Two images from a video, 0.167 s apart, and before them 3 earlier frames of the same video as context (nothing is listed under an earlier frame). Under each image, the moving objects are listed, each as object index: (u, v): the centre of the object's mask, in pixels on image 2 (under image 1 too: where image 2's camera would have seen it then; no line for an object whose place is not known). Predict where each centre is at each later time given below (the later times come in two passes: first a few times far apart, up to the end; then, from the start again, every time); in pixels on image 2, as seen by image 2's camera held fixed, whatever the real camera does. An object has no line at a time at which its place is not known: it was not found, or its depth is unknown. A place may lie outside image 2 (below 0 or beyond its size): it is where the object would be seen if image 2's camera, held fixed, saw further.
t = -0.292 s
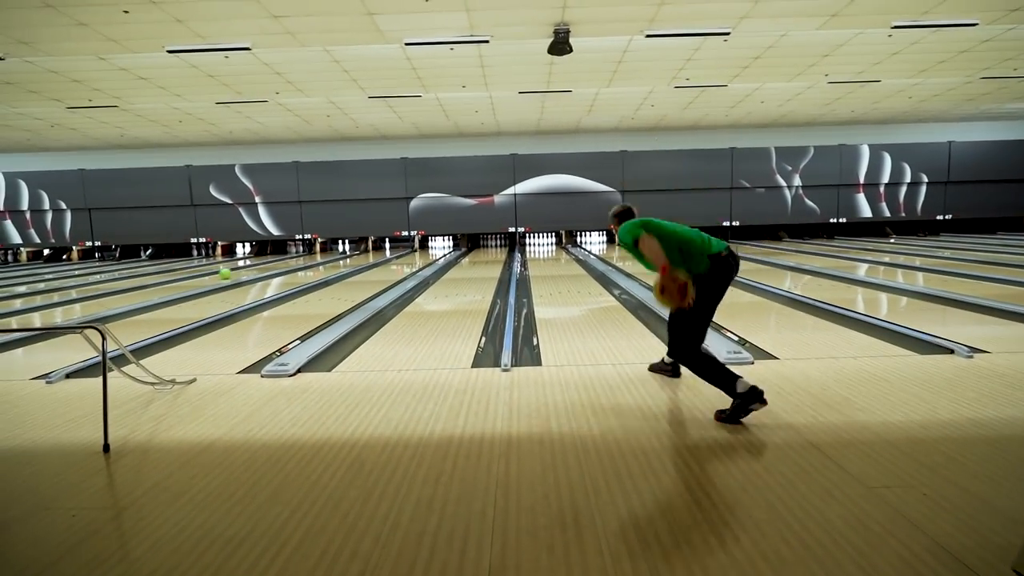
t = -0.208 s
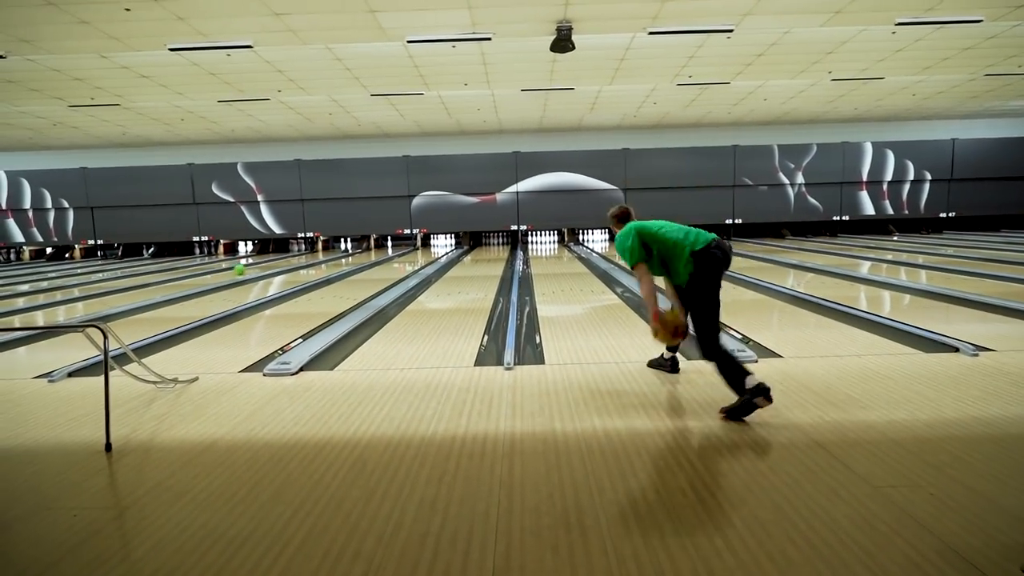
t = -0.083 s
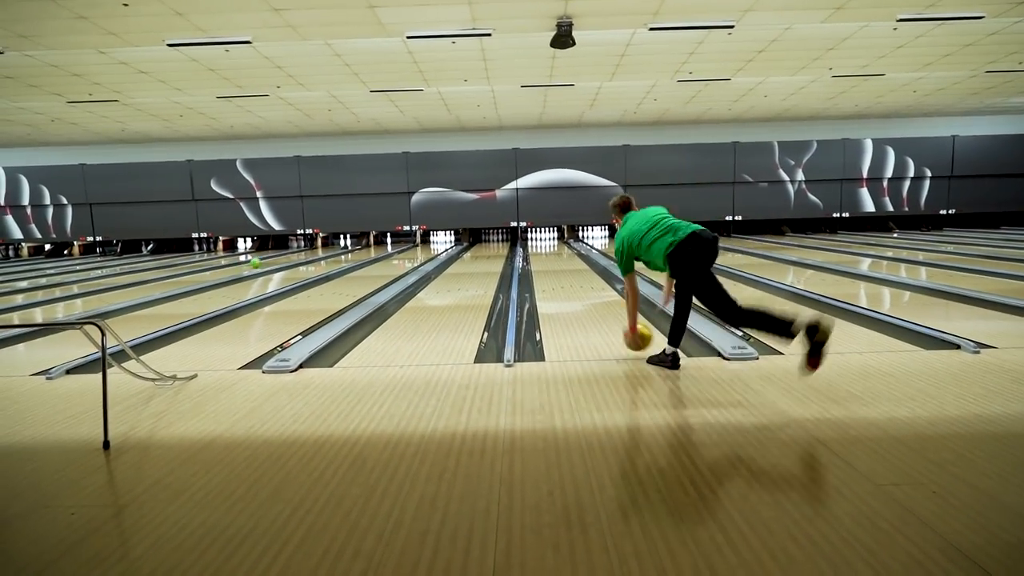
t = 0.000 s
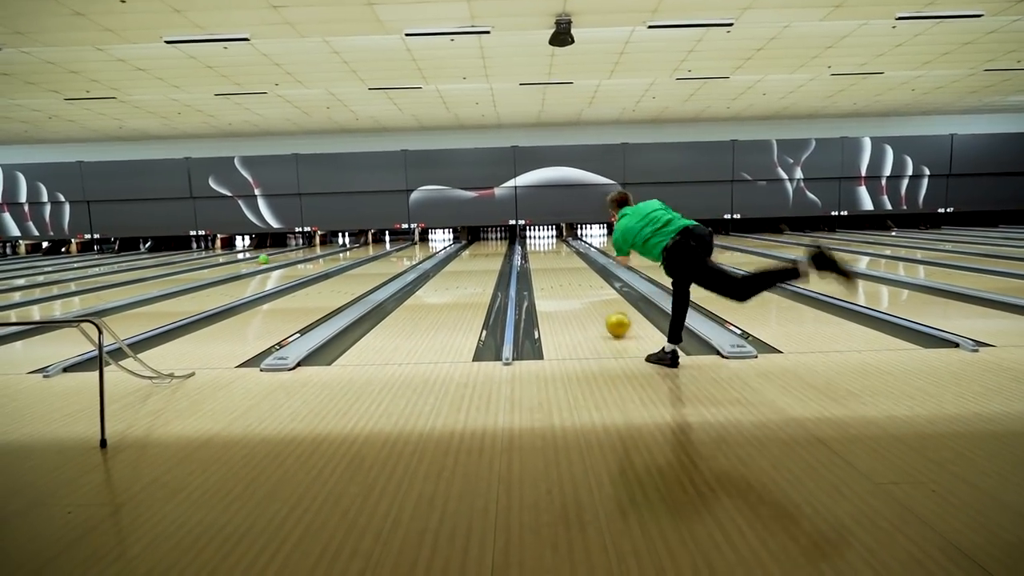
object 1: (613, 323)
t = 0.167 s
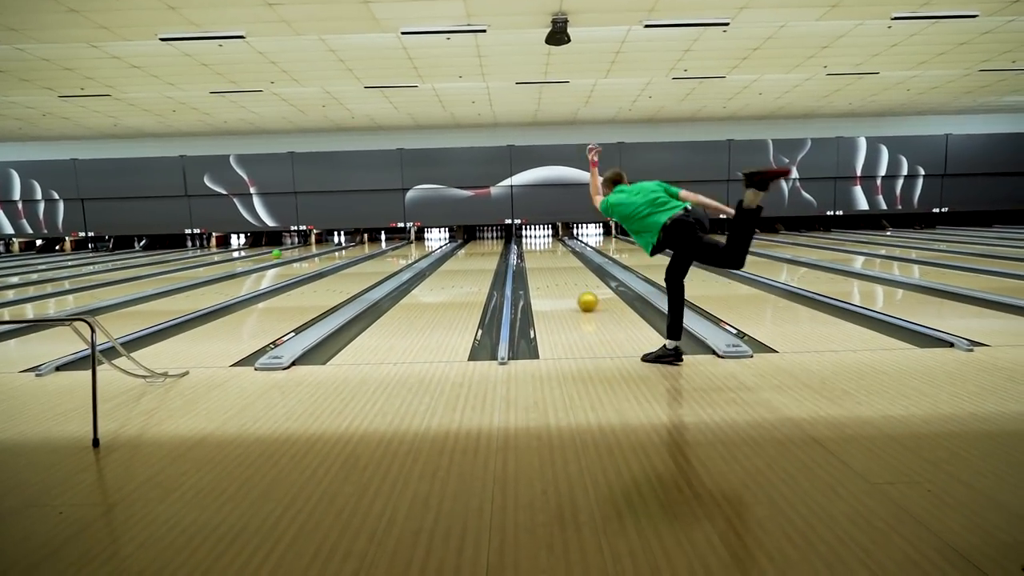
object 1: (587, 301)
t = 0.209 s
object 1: (583, 296)
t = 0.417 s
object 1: (563, 280)
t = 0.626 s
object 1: (551, 268)
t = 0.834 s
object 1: (542, 259)
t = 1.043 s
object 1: (536, 253)
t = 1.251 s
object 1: (532, 248)
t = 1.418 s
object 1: (529, 244)
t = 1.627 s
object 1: (529, 241)
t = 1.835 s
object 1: (530, 238)
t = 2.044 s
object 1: (533, 236)
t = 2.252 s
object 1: (537, 235)
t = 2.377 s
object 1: (540, 232)
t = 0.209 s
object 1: (583, 296)
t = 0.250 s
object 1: (578, 292)
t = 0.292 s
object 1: (574, 289)
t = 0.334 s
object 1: (570, 286)
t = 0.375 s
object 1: (567, 283)
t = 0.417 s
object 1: (563, 280)
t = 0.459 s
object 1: (561, 277)
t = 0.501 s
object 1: (558, 274)
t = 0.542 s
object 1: (555, 272)
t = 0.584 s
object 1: (553, 270)
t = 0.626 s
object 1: (551, 268)
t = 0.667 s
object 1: (549, 266)
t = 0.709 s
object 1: (547, 264)
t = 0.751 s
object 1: (546, 263)
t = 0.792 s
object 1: (544, 260)
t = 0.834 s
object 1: (542, 259)
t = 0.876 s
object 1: (541, 258)
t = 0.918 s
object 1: (540, 256)
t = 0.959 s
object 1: (538, 255)
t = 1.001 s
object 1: (537, 254)
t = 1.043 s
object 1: (536, 253)
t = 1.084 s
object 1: (535, 252)
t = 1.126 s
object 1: (534, 251)
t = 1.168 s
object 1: (533, 250)
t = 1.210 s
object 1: (532, 248)
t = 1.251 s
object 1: (532, 248)
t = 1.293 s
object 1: (531, 247)
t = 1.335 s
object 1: (531, 246)
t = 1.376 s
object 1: (530, 245)
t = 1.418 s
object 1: (529, 244)
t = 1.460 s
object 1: (529, 244)
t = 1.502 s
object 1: (529, 243)
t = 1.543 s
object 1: (528, 242)
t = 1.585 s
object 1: (528, 242)
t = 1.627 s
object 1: (529, 241)
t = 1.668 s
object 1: (529, 240)
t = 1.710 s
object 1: (529, 240)
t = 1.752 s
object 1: (529, 240)
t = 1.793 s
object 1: (529, 239)
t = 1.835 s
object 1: (530, 238)
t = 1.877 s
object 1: (531, 237)
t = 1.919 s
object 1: (532, 237)
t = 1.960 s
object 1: (532, 237)
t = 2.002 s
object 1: (533, 237)
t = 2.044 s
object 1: (533, 236)
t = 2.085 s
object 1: (534, 236)
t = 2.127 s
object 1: (535, 236)
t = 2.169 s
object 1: (536, 236)
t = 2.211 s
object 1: (537, 236)
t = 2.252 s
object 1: (537, 235)
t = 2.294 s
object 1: (538, 233)
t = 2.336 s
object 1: (539, 233)
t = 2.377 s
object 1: (540, 232)
